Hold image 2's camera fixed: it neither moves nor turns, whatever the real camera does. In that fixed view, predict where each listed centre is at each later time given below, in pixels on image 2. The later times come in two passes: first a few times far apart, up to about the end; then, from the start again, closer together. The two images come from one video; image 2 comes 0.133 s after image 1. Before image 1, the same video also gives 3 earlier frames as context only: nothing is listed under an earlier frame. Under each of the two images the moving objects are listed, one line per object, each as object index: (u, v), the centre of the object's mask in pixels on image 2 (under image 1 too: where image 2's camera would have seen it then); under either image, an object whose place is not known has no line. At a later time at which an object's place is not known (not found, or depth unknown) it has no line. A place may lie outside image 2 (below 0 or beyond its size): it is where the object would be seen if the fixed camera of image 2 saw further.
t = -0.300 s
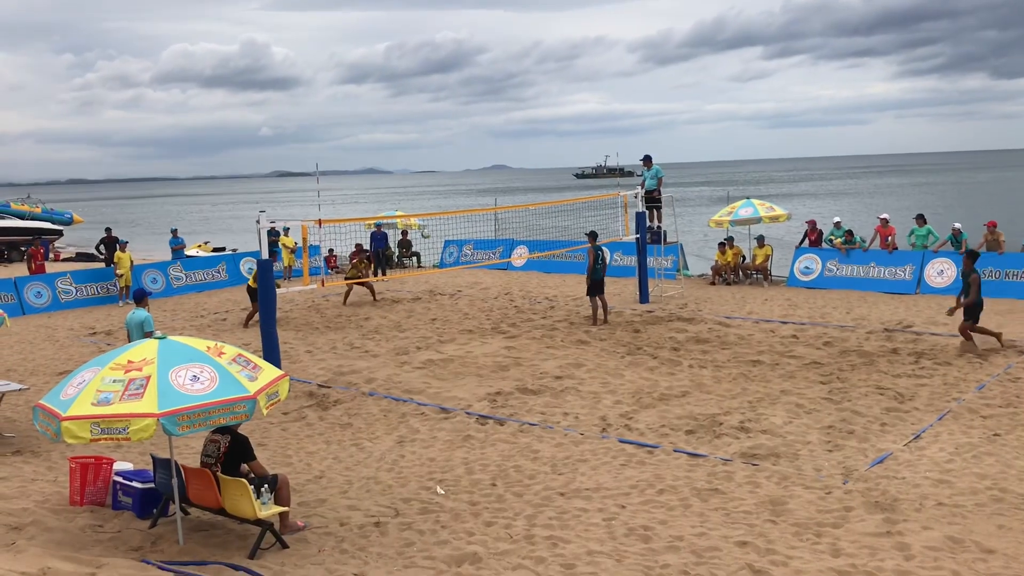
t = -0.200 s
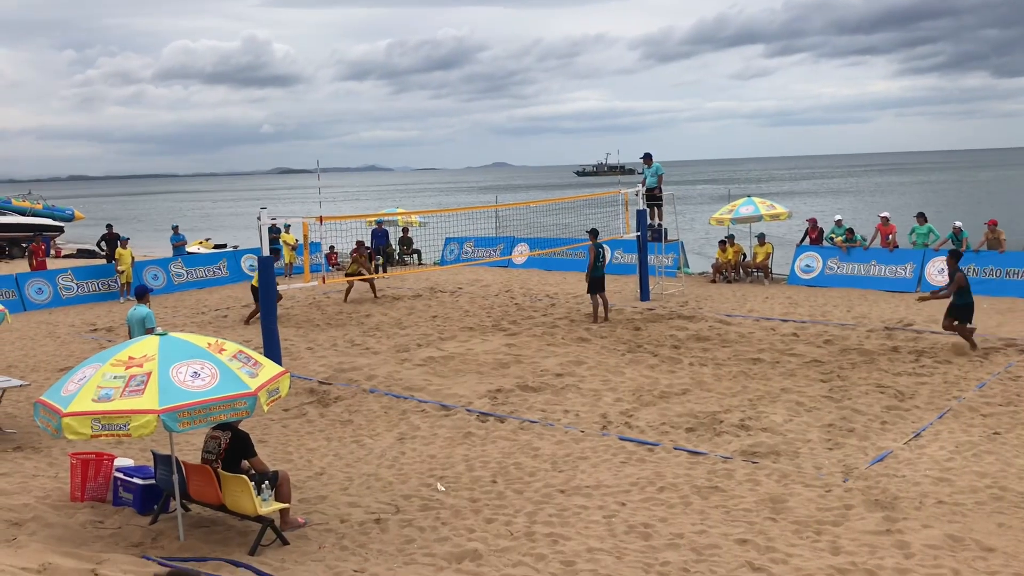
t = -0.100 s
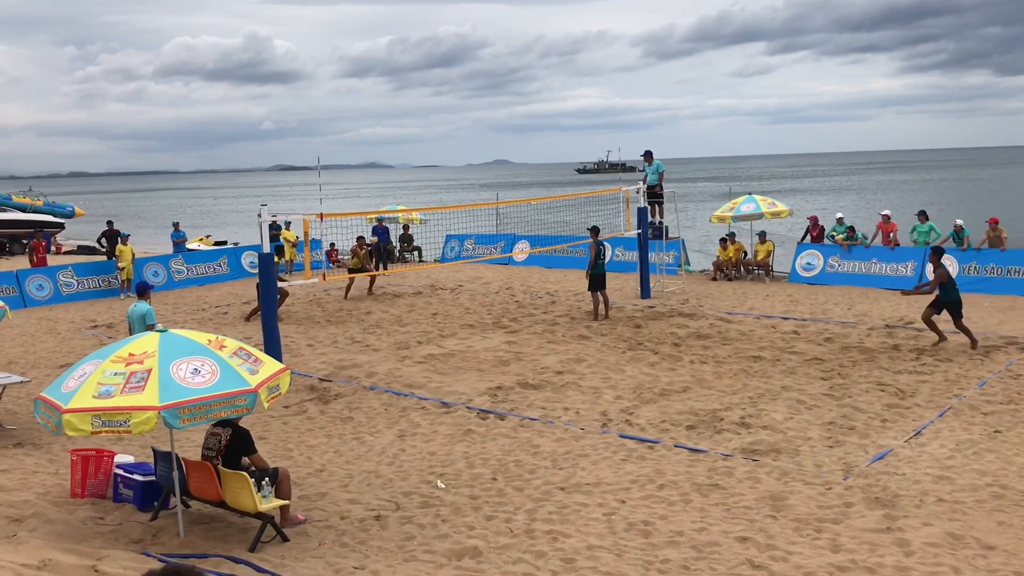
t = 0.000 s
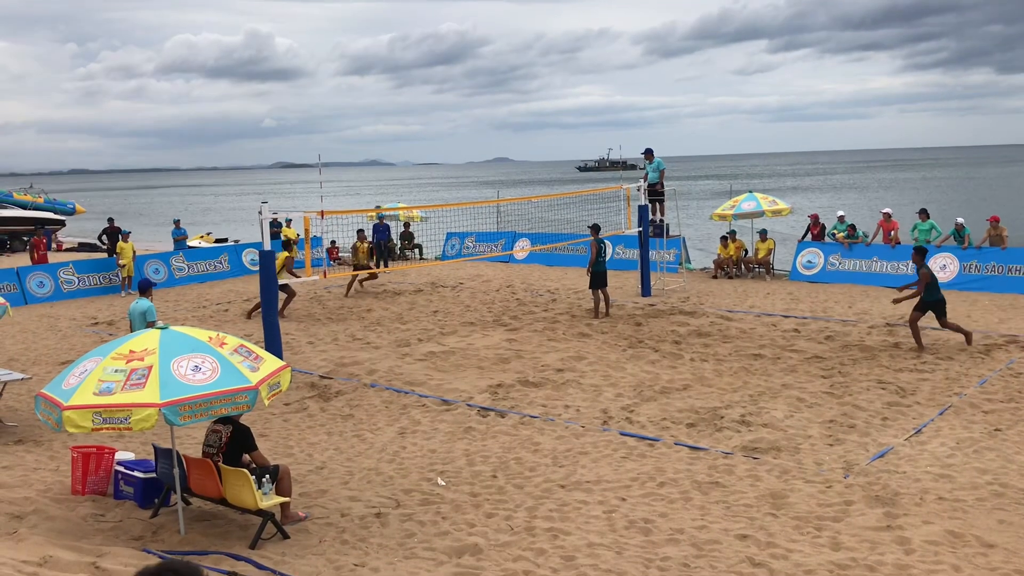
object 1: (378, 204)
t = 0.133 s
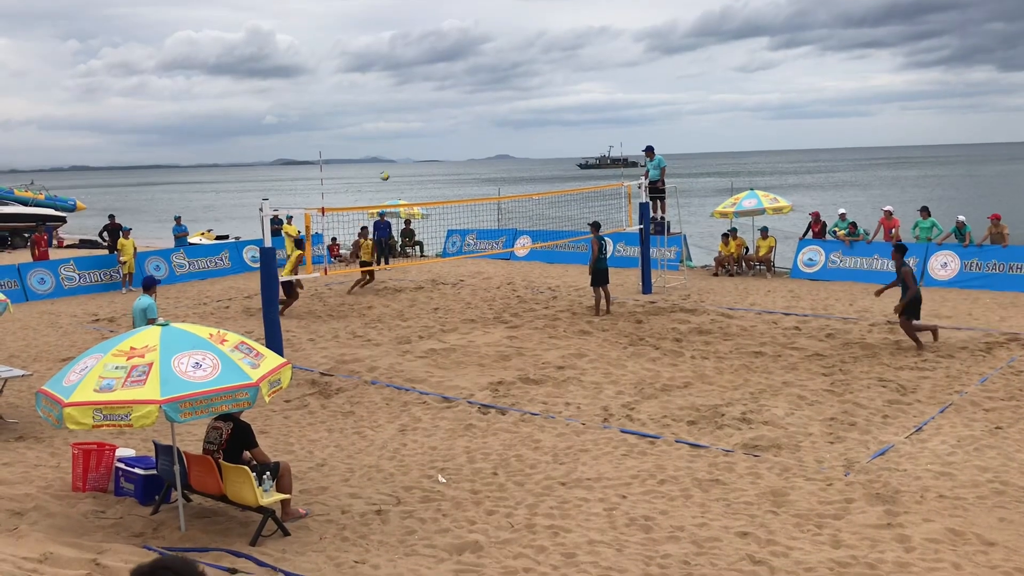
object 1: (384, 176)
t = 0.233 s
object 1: (389, 157)
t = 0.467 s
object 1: (400, 129)
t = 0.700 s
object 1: (411, 126)
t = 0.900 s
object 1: (423, 145)
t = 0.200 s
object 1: (387, 163)
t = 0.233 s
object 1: (389, 157)
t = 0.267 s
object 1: (390, 152)
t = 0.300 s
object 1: (391, 147)
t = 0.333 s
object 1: (393, 143)
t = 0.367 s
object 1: (395, 138)
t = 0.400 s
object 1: (396, 135)
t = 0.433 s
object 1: (398, 132)
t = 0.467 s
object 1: (400, 129)
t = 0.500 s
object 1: (401, 127)
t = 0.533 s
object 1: (402, 126)
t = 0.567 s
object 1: (404, 125)
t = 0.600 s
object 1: (406, 125)
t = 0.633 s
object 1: (408, 125)
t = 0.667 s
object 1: (410, 125)
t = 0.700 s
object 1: (411, 126)
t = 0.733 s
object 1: (413, 128)
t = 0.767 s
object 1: (415, 130)
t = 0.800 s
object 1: (417, 133)
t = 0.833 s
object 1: (419, 137)
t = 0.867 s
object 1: (421, 141)
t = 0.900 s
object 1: (423, 145)
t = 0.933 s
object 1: (425, 151)
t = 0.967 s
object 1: (427, 156)
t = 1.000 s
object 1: (430, 163)
